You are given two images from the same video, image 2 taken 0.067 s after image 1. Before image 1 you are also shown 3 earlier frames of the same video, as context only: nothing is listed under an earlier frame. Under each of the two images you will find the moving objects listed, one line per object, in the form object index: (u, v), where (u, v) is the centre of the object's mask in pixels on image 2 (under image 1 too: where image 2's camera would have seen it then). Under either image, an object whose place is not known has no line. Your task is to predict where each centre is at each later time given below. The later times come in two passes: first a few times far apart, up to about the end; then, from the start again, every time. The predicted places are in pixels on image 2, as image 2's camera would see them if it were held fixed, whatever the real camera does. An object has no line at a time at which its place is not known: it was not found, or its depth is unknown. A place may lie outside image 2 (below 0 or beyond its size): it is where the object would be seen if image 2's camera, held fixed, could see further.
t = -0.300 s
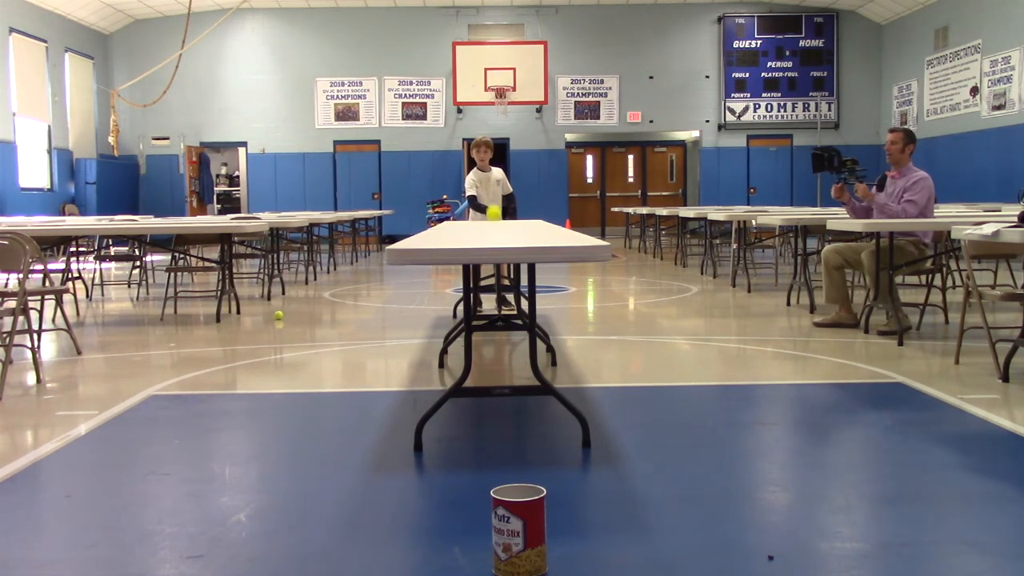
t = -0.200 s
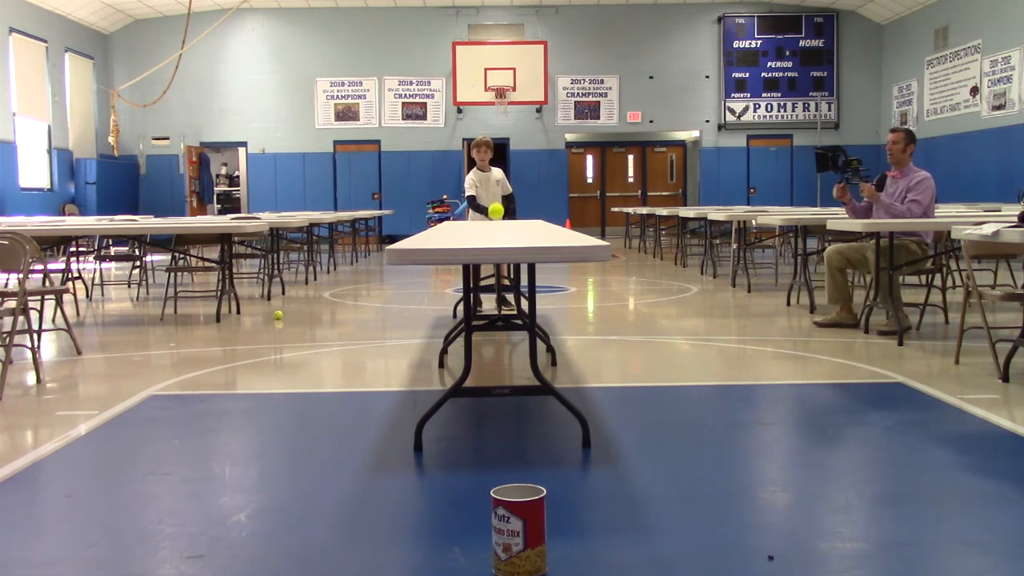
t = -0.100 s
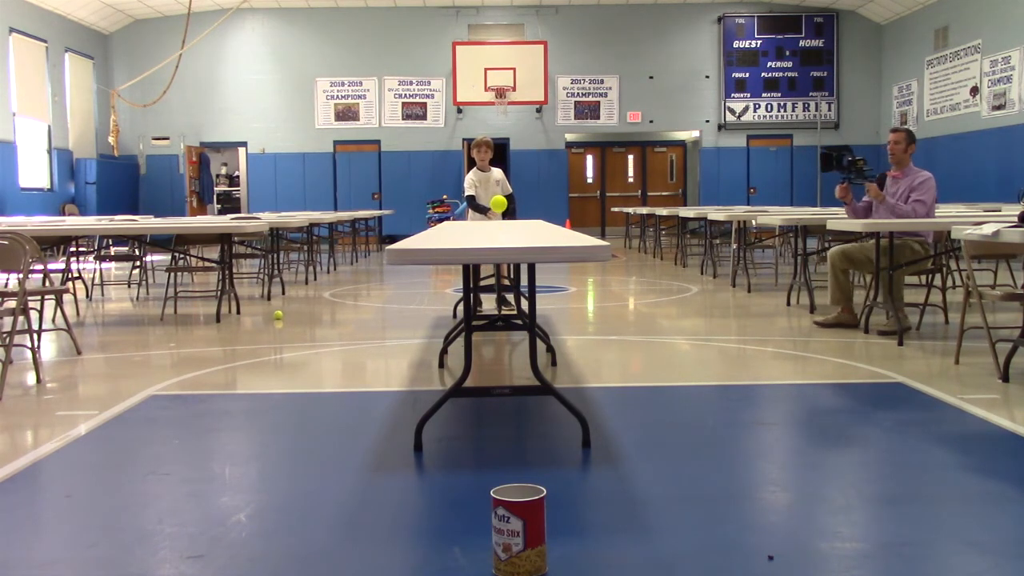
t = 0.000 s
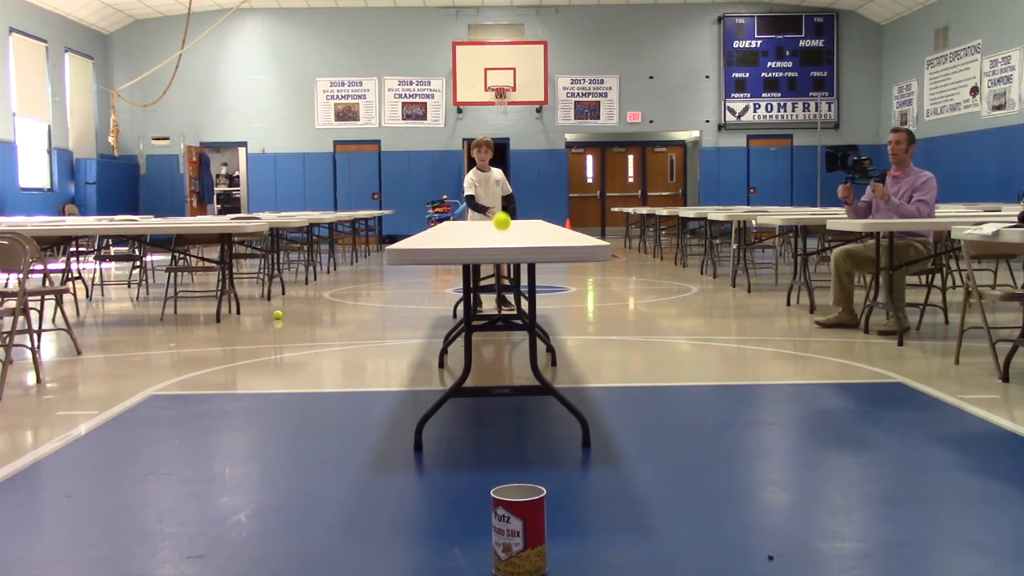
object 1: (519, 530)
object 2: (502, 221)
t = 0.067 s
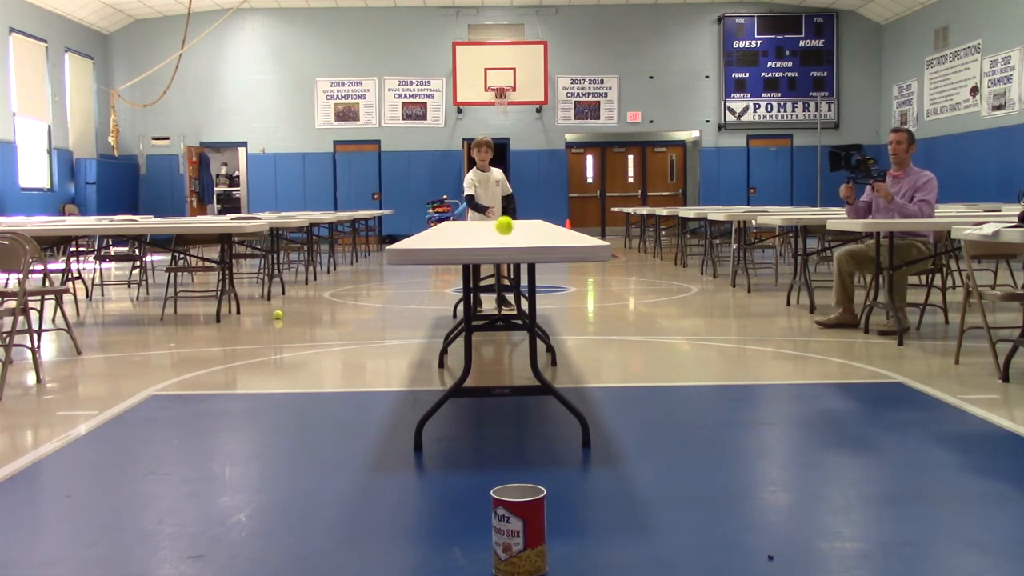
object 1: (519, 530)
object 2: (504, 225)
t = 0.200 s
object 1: (519, 530)
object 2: (510, 226)
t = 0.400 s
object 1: (519, 530)
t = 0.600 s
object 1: (520, 527)
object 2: (508, 510)
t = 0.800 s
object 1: (515, 535)
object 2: (492, 530)
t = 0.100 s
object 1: (519, 530)
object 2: (505, 221)
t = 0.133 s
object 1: (519, 530)
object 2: (507, 220)
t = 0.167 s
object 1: (519, 530)
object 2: (508, 221)
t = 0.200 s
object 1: (519, 530)
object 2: (510, 226)
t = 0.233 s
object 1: (519, 530)
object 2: (511, 236)
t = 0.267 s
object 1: (519, 530)
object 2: (514, 250)
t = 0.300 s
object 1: (519, 530)
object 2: (515, 268)
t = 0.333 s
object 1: (519, 530)
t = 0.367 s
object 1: (519, 530)
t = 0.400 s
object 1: (519, 530)
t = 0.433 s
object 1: (519, 530)
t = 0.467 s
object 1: (519, 530)
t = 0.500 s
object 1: (520, 529)
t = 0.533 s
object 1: (521, 528)
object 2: (524, 494)
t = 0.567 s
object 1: (521, 527)
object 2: (510, 508)
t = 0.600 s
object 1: (520, 527)
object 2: (508, 510)
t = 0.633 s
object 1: (516, 529)
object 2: (512, 510)
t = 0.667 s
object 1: (515, 530)
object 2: (510, 513)
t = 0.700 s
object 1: (516, 531)
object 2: (505, 515)
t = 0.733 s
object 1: (517, 532)
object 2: (498, 521)
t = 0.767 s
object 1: (516, 533)
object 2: (493, 527)
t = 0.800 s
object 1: (515, 535)
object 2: (492, 530)
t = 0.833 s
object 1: (514, 537)
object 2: (489, 535)
